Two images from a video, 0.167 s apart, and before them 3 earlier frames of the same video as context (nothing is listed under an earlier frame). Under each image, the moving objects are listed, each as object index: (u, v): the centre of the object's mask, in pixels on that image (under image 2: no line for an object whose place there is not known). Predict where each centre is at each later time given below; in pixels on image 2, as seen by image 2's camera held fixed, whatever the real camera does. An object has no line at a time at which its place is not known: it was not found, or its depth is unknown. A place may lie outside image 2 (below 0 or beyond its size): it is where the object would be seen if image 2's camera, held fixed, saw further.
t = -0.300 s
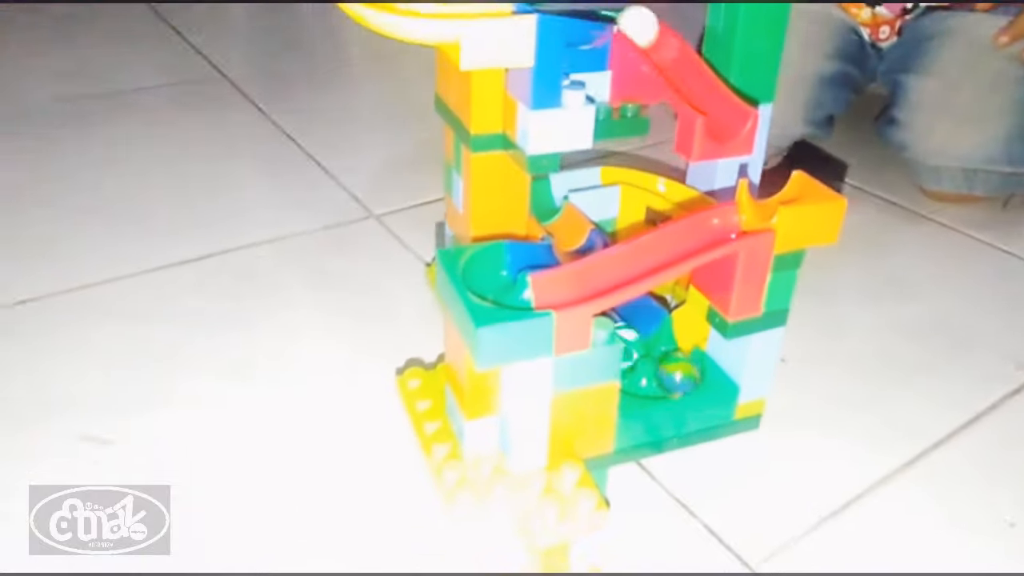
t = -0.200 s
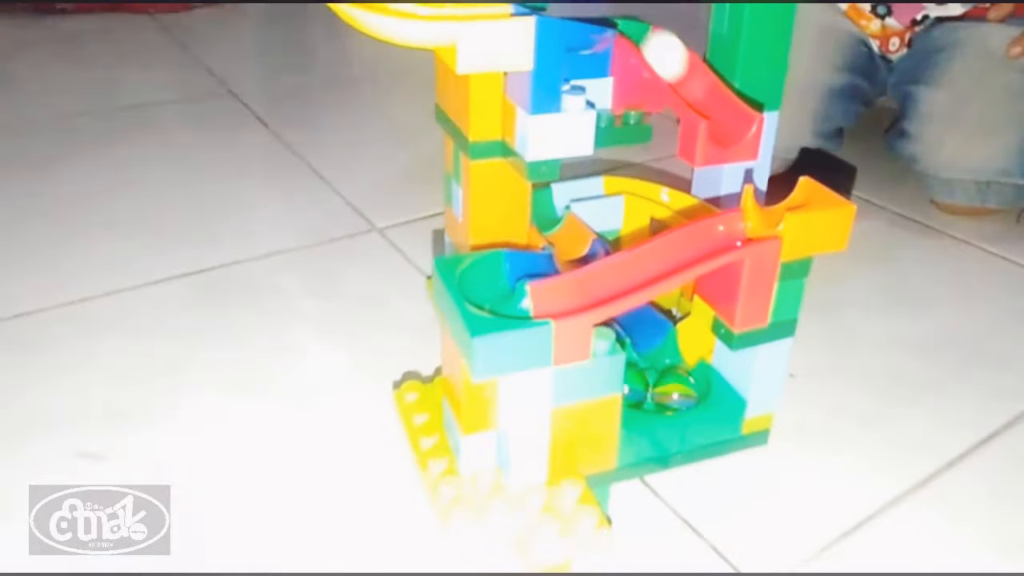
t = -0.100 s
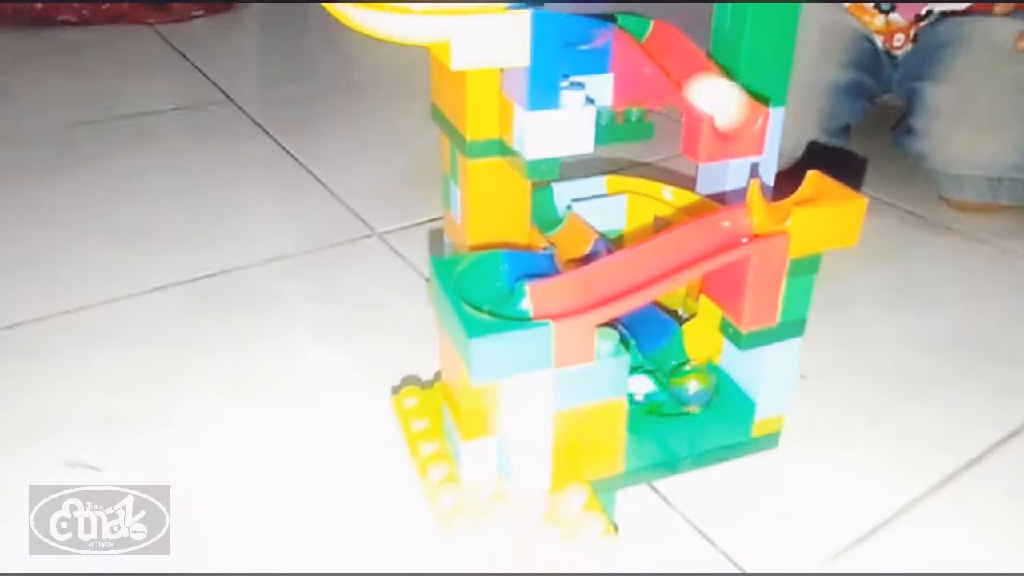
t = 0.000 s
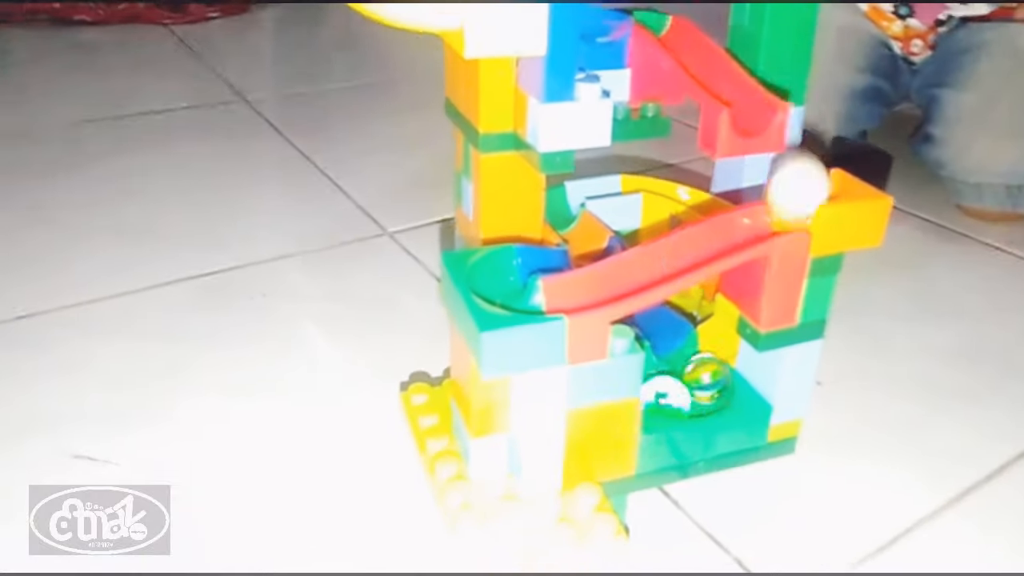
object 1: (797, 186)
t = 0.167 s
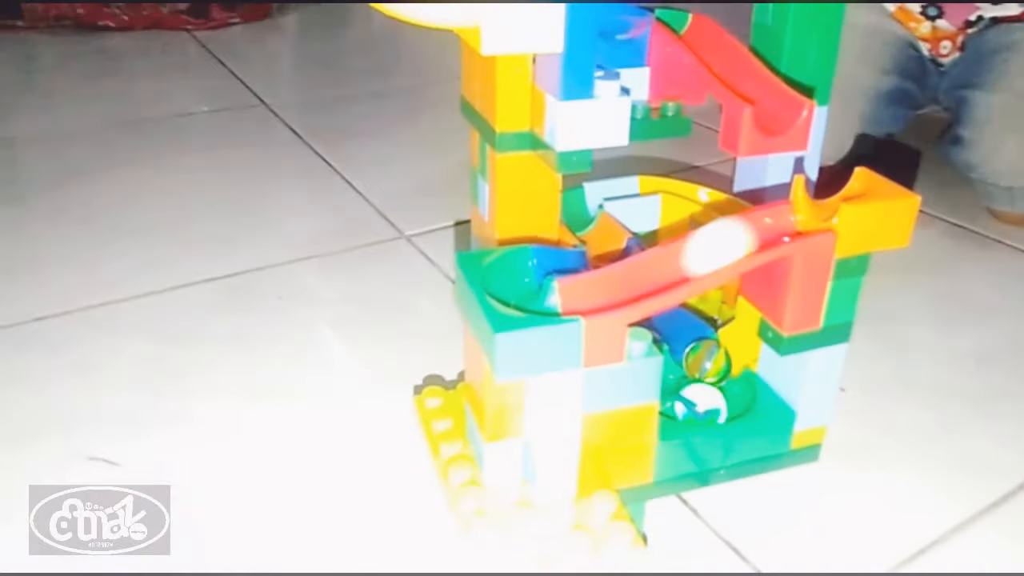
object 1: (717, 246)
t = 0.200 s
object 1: (682, 264)
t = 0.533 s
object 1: (569, 239)
